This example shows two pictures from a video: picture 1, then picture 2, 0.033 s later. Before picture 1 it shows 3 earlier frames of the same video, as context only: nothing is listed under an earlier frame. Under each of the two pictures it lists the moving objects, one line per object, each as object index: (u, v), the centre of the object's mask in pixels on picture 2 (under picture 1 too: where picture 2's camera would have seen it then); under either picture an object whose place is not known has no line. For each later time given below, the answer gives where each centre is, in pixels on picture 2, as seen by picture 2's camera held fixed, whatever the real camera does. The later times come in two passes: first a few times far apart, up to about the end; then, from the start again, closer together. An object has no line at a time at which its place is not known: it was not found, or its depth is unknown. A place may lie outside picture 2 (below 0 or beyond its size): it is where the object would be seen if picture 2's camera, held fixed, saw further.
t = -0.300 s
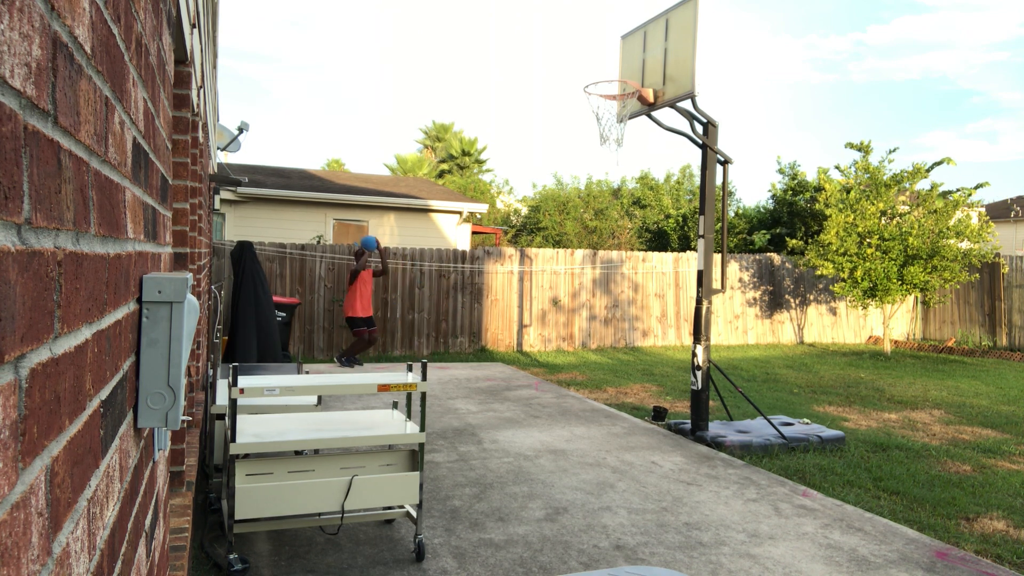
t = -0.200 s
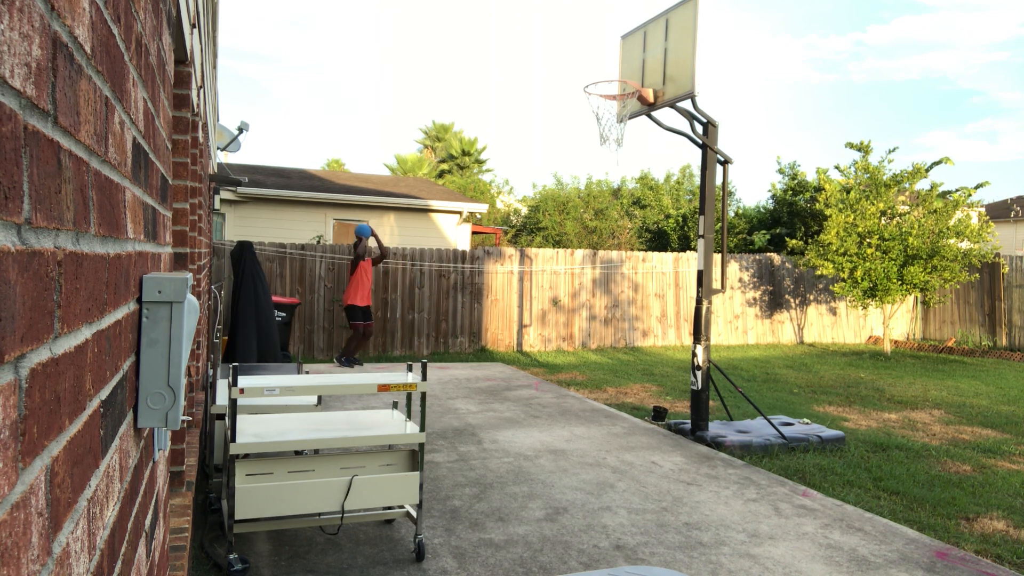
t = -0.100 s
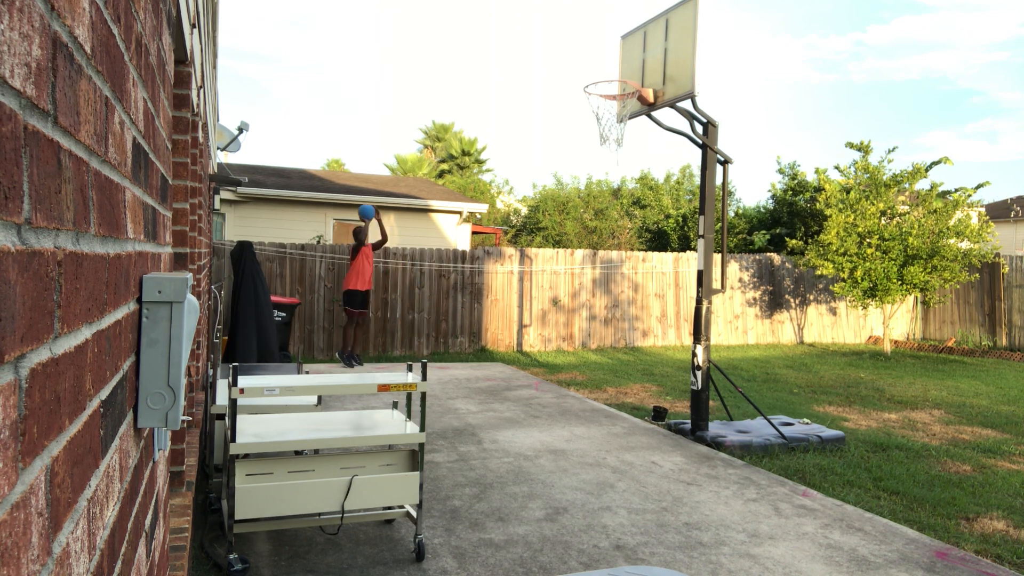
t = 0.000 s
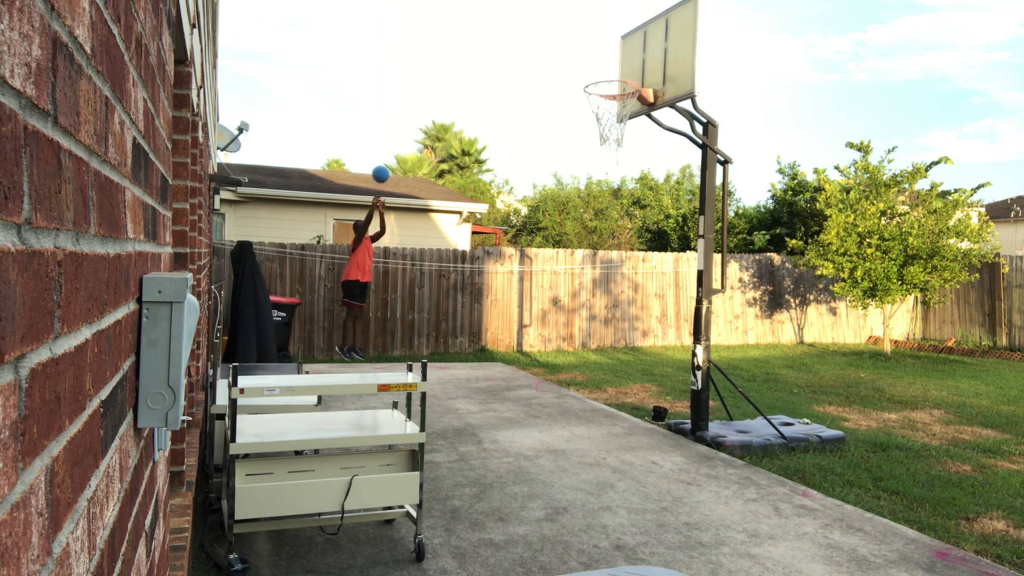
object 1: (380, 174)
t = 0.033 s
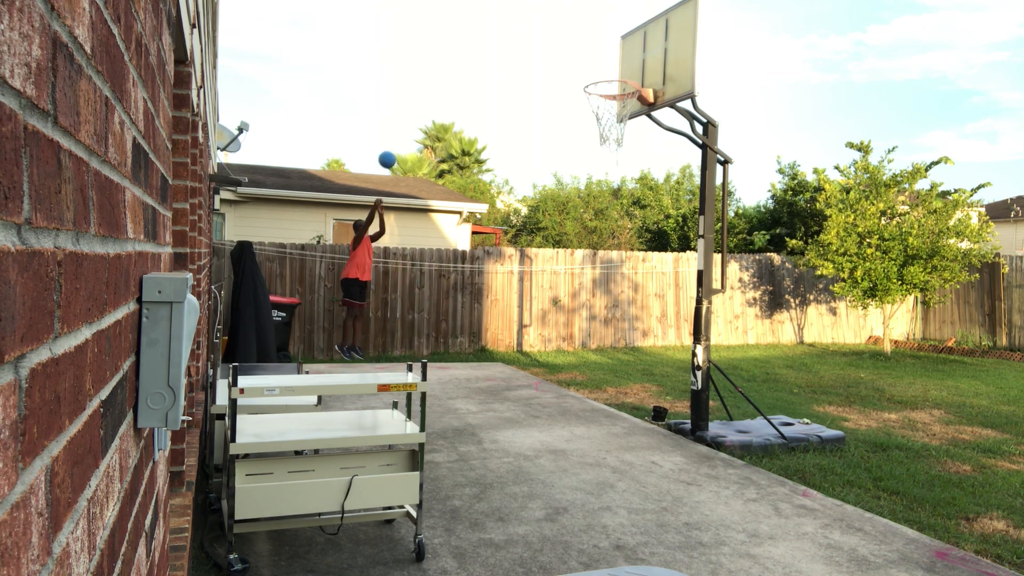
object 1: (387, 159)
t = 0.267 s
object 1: (437, 74)
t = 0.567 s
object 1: (516, 18)
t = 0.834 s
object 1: (605, 41)
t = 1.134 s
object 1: (731, 194)
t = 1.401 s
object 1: (875, 488)
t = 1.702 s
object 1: (1006, 237)
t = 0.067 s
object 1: (394, 145)
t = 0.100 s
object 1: (400, 132)
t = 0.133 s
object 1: (407, 119)
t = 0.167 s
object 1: (414, 107)
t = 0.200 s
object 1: (422, 96)
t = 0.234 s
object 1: (429, 84)
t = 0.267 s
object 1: (437, 74)
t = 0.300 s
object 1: (445, 65)
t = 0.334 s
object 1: (453, 56)
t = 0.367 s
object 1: (461, 48)
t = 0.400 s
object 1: (470, 40)
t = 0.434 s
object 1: (478, 34)
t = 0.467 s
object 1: (487, 28)
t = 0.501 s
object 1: (497, 24)
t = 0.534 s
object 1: (506, 20)
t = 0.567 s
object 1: (516, 18)
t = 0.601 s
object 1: (526, 16)
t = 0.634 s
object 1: (536, 16)
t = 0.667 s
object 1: (547, 16)
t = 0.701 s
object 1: (558, 19)
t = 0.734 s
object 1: (569, 22)
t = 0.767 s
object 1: (581, 27)
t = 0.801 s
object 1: (592, 33)
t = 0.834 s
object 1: (605, 41)
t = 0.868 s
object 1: (617, 51)
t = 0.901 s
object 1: (630, 62)
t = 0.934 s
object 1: (643, 75)
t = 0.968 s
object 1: (657, 89)
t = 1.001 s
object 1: (671, 106)
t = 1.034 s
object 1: (686, 125)
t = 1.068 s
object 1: (701, 146)
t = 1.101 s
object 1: (716, 168)
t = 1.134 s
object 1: (731, 194)
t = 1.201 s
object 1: (765, 251)
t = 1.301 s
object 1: (818, 358)
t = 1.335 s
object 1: (836, 397)
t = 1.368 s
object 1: (856, 442)
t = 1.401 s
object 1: (875, 488)
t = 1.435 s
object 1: (892, 509)
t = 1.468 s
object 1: (906, 472)
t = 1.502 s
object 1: (920, 435)
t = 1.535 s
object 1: (934, 399)
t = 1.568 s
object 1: (949, 364)
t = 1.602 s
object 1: (964, 331)
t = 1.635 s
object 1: (979, 298)
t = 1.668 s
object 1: (994, 267)
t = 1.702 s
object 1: (1006, 237)
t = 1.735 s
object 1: (1014, 209)
